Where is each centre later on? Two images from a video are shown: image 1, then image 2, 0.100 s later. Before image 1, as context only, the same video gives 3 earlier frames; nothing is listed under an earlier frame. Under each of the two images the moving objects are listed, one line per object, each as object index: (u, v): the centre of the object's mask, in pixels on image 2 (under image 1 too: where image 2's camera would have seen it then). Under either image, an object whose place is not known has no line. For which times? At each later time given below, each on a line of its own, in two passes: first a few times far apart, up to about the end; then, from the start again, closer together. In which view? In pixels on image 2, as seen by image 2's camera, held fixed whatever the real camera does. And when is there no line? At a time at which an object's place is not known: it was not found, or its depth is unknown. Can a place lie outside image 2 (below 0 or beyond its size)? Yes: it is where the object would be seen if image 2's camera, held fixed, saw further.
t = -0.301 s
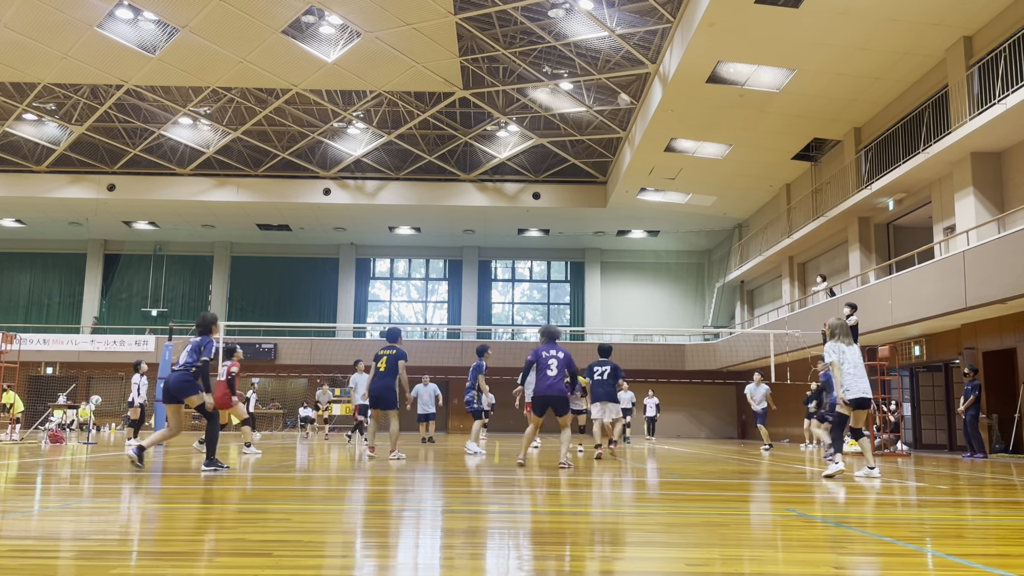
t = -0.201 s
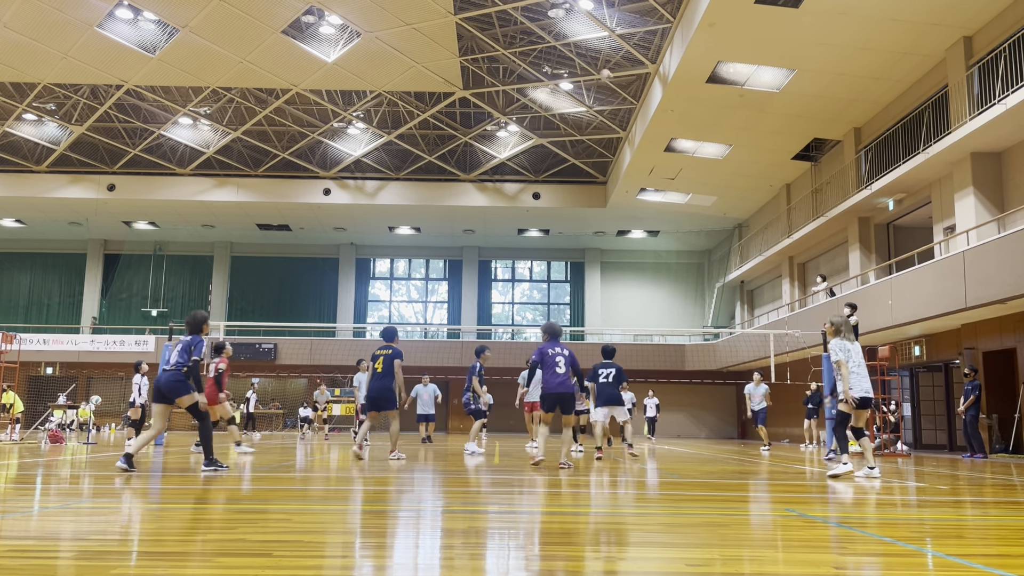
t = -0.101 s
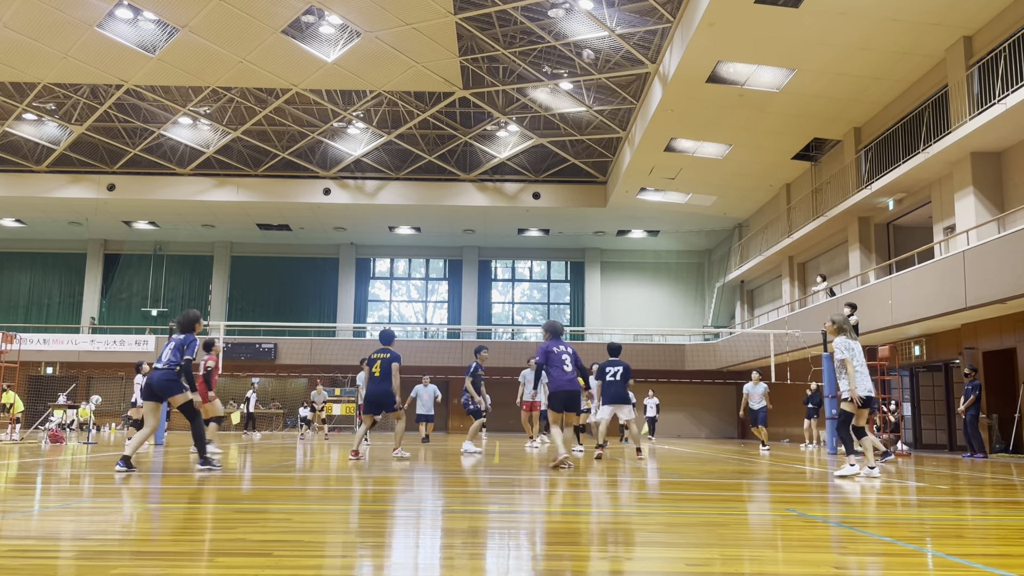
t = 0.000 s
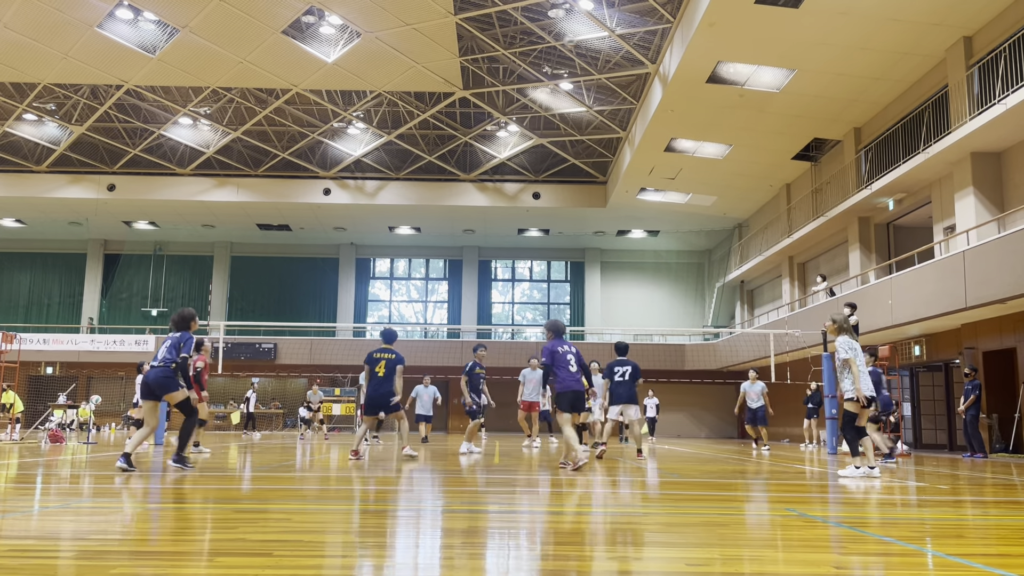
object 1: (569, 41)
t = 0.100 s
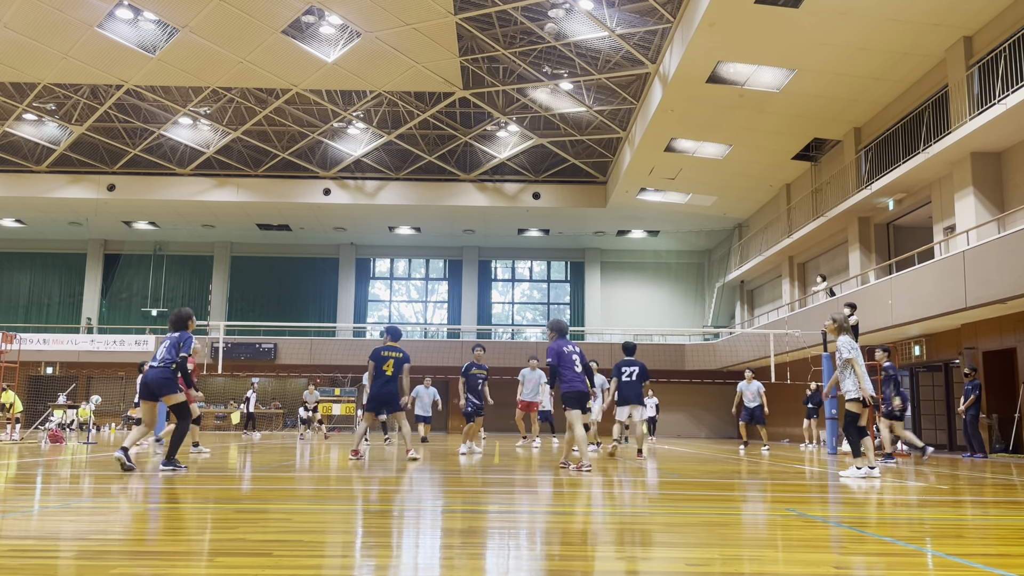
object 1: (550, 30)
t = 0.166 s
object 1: (537, 25)
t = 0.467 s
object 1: (474, 39)
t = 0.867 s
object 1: (376, 159)
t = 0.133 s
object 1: (544, 27)
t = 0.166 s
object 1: (537, 25)
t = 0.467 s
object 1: (474, 39)
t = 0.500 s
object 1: (467, 44)
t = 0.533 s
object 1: (459, 49)
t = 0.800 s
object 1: (394, 129)
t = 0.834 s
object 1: (385, 143)
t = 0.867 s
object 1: (376, 159)
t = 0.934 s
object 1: (358, 190)
